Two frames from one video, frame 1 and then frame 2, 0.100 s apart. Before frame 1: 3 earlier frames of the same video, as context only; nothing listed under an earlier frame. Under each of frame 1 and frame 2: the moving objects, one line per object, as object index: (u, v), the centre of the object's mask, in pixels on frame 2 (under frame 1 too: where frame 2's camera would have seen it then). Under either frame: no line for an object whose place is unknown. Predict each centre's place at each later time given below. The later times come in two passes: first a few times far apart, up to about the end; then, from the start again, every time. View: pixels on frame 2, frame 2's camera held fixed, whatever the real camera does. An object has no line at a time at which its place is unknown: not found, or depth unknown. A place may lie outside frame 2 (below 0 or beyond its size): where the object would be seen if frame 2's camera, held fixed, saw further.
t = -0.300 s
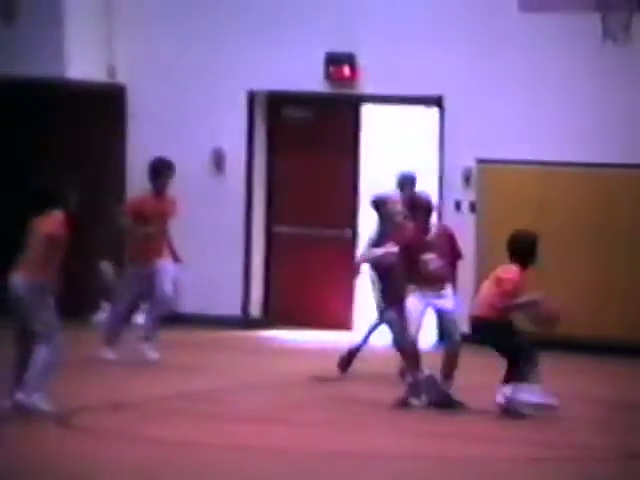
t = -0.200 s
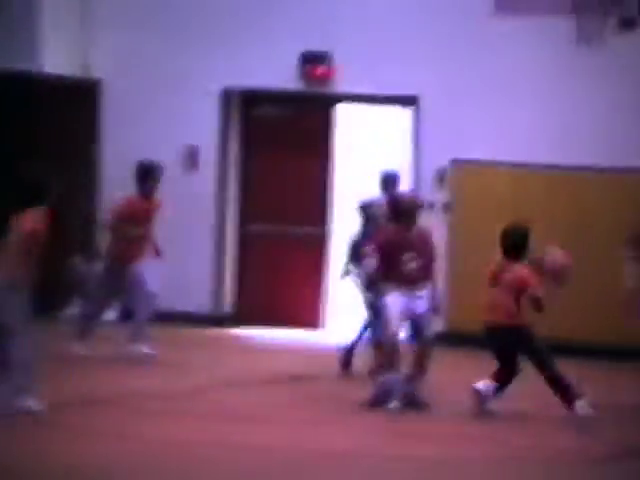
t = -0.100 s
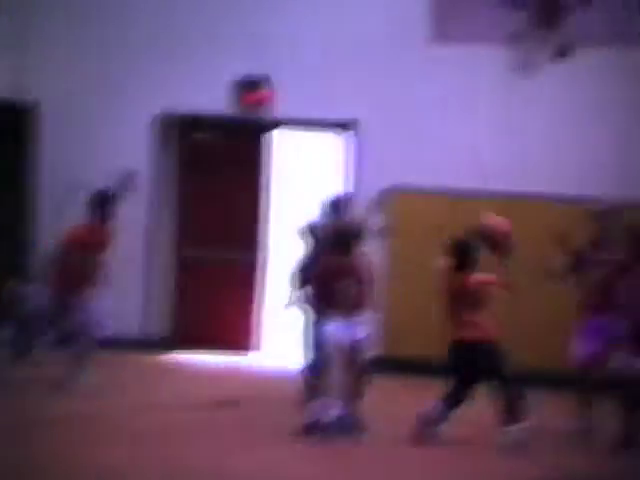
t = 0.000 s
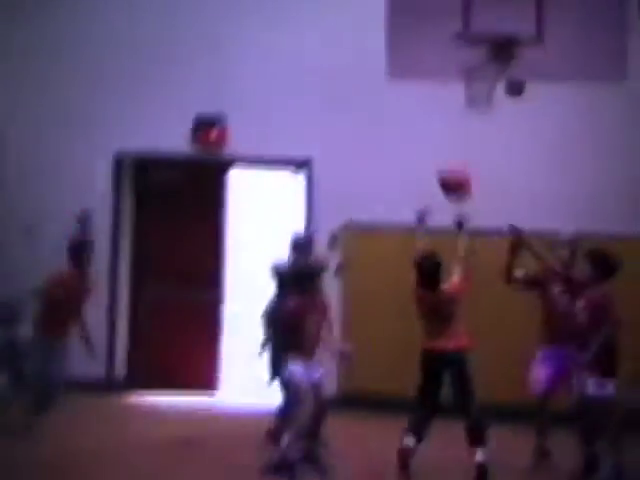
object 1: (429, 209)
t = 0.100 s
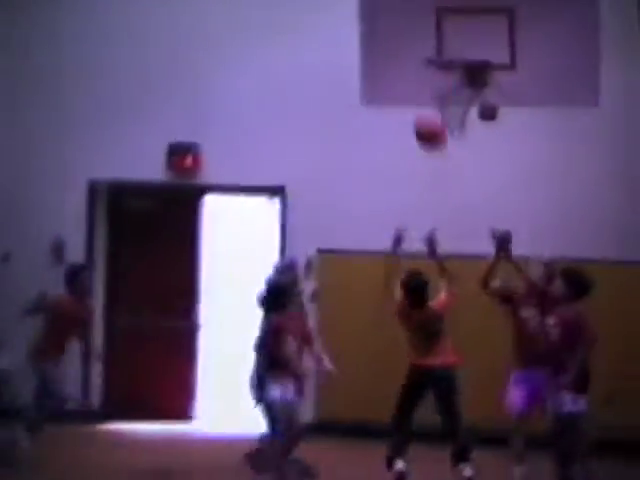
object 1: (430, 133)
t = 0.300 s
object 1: (429, 34)
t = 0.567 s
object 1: (431, -14)
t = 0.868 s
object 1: (428, 49)
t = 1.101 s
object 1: (391, 64)
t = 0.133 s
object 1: (430, 111)
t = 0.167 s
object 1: (431, 93)
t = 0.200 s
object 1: (430, 73)
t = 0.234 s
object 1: (432, 57)
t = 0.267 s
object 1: (431, 44)
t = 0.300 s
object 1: (429, 34)
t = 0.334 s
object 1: (429, 22)
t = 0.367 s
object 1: (427, 14)
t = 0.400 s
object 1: (429, 5)
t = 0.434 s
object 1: (430, -2)
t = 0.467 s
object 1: (431, -6)
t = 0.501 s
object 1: (431, -10)
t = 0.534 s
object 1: (431, -13)
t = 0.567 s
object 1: (431, -14)
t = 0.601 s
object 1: (431, -8)
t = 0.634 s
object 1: (430, -4)
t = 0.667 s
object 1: (430, 1)
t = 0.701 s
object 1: (430, 6)
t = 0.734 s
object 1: (429, 15)
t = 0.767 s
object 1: (430, 25)
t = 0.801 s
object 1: (430, 34)
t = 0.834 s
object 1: (429, 47)
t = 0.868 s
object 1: (428, 49)
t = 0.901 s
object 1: (425, 49)
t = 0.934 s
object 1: (421, 52)
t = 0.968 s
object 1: (416, 55)
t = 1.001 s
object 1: (409, 54)
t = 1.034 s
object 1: (403, 56)
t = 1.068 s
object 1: (397, 59)
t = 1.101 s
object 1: (391, 64)
